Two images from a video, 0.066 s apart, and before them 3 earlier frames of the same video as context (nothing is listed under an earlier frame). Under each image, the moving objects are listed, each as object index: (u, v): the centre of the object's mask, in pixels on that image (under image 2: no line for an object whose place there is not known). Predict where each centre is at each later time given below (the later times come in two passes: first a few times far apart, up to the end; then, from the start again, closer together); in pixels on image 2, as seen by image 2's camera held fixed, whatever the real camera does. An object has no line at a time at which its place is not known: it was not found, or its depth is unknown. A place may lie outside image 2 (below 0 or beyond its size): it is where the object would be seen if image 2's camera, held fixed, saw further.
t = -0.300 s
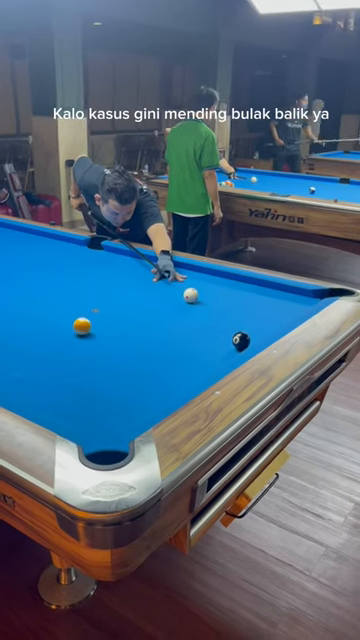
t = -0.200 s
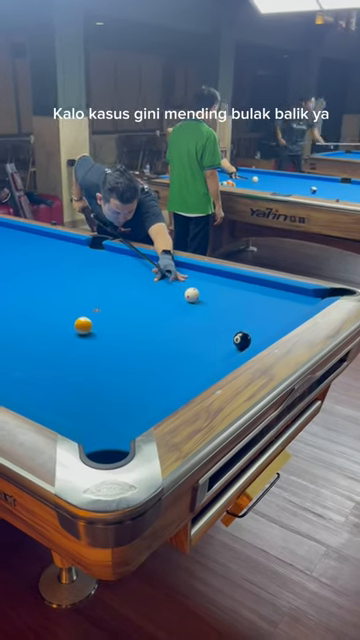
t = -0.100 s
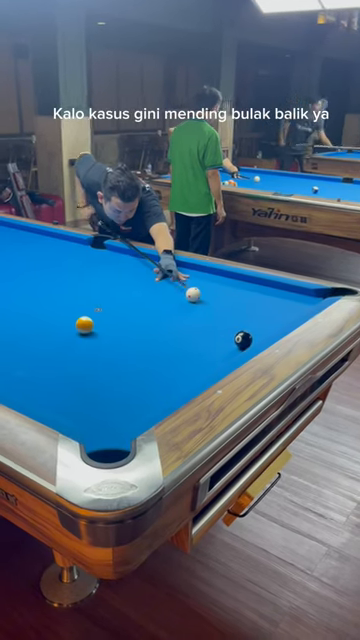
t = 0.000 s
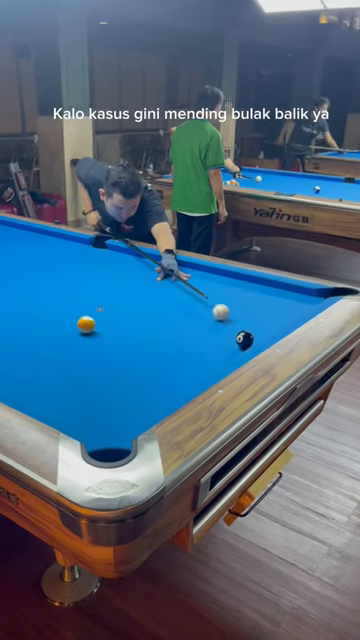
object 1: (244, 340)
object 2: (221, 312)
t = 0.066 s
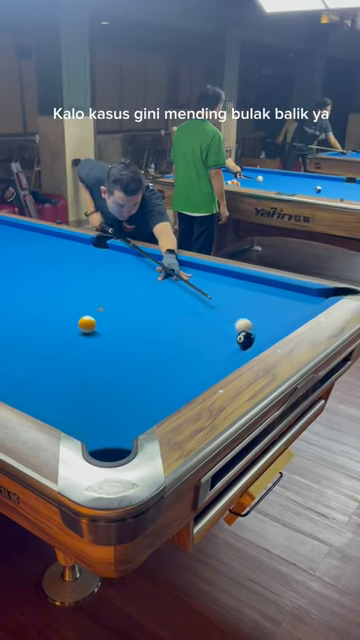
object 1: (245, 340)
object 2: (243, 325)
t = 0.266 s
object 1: (222, 356)
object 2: (220, 319)
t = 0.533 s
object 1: (185, 381)
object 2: (162, 299)
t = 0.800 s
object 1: (139, 408)
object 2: (114, 283)
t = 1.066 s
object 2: (73, 269)
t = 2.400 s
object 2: (-62, 222)
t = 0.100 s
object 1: (244, 340)
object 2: (257, 333)
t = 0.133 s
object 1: (239, 344)
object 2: (257, 333)
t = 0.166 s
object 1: (234, 347)
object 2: (247, 329)
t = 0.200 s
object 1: (230, 350)
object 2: (237, 326)
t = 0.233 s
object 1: (226, 353)
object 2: (228, 323)
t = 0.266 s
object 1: (222, 356)
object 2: (220, 319)
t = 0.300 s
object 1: (218, 359)
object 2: (212, 316)
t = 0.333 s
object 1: (214, 362)
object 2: (204, 314)
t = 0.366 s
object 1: (209, 365)
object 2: (197, 311)
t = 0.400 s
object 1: (205, 368)
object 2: (190, 309)
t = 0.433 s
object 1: (200, 371)
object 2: (183, 306)
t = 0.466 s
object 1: (196, 374)
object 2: (175, 304)
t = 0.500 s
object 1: (191, 377)
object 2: (168, 302)
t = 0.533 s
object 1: (185, 381)
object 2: (162, 299)
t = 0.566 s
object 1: (180, 384)
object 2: (155, 297)
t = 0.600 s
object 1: (174, 387)
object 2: (149, 295)
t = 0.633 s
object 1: (168, 390)
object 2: (143, 293)
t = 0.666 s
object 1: (163, 393)
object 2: (137, 291)
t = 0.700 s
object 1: (157, 397)
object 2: (131, 289)
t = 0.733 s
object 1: (151, 400)
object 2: (125, 287)
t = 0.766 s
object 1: (145, 404)
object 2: (119, 285)
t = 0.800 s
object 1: (139, 408)
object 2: (114, 283)
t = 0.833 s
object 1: (132, 413)
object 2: (108, 281)
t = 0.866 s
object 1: (126, 418)
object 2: (103, 279)
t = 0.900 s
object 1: (119, 420)
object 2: (98, 278)
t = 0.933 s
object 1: (112, 424)
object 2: (93, 276)
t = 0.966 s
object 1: (105, 427)
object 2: (88, 274)
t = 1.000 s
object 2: (83, 272)
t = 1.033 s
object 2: (78, 271)
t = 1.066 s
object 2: (73, 269)
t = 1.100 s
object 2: (68, 268)
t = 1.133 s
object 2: (64, 266)
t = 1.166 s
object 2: (59, 264)
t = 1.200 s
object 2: (55, 263)
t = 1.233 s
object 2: (51, 261)
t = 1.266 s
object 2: (46, 260)
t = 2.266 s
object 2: (-52, 226)
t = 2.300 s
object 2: (-54, 225)
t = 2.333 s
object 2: (-57, 224)
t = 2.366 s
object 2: (-59, 223)
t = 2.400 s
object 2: (-62, 222)
